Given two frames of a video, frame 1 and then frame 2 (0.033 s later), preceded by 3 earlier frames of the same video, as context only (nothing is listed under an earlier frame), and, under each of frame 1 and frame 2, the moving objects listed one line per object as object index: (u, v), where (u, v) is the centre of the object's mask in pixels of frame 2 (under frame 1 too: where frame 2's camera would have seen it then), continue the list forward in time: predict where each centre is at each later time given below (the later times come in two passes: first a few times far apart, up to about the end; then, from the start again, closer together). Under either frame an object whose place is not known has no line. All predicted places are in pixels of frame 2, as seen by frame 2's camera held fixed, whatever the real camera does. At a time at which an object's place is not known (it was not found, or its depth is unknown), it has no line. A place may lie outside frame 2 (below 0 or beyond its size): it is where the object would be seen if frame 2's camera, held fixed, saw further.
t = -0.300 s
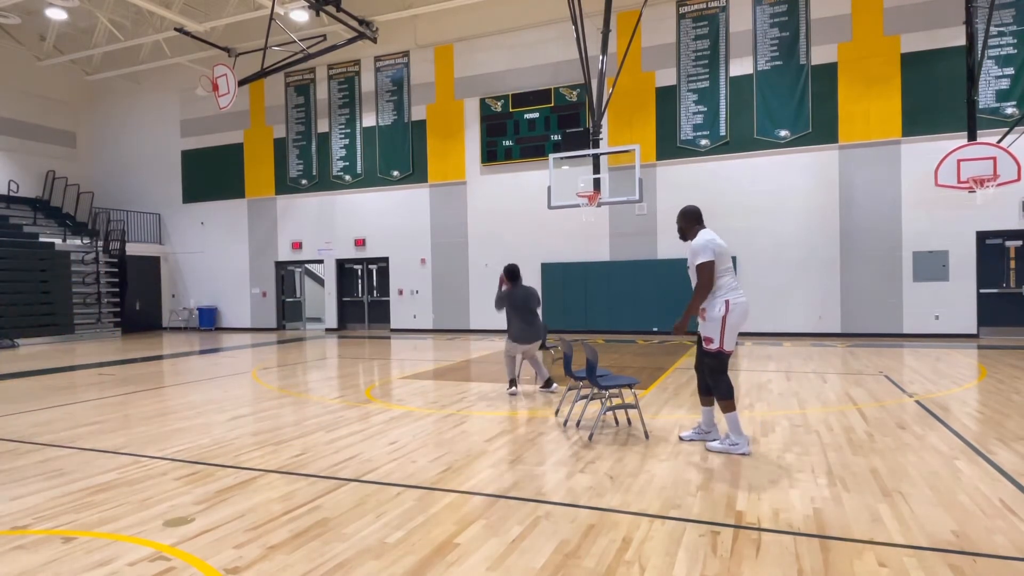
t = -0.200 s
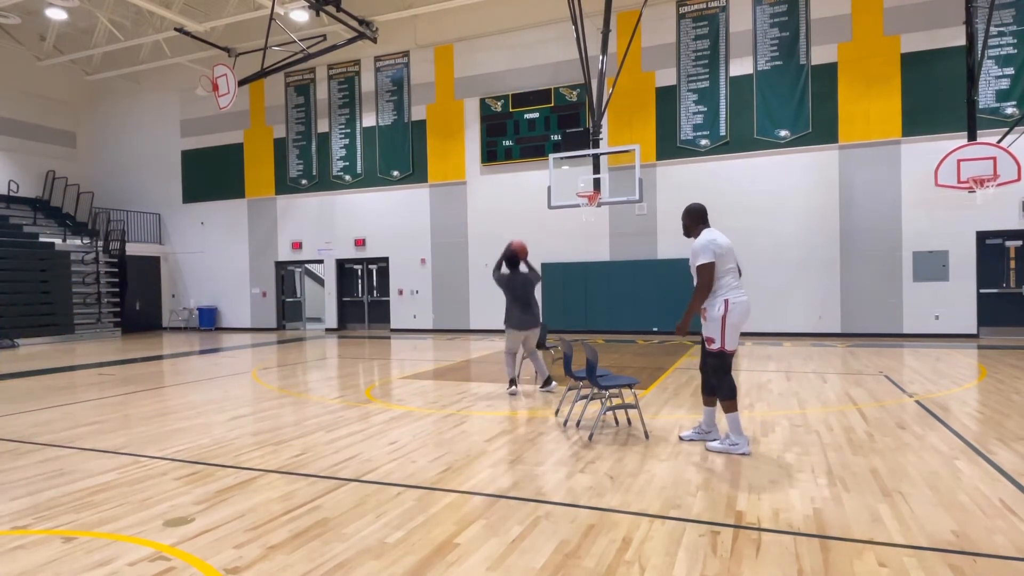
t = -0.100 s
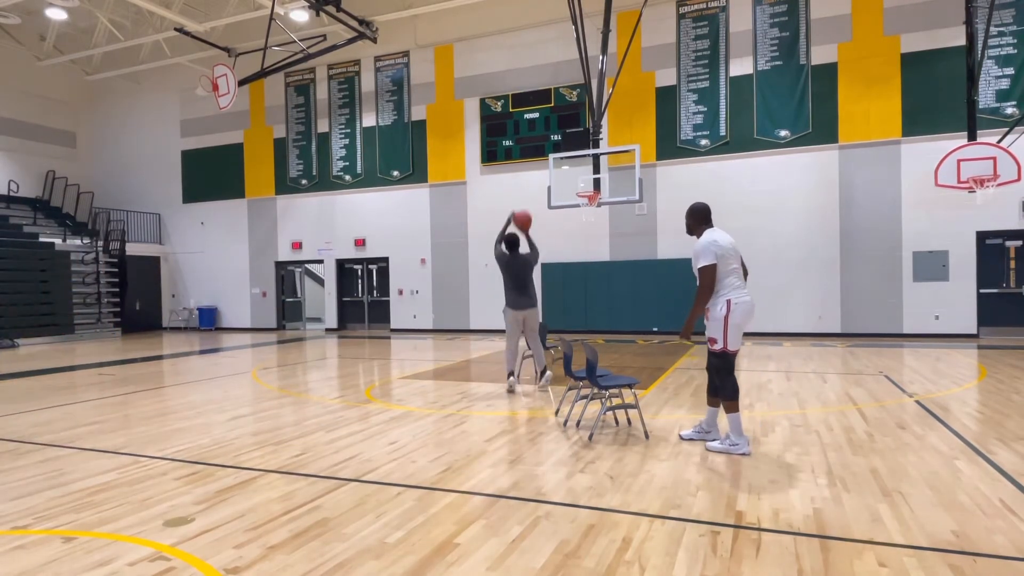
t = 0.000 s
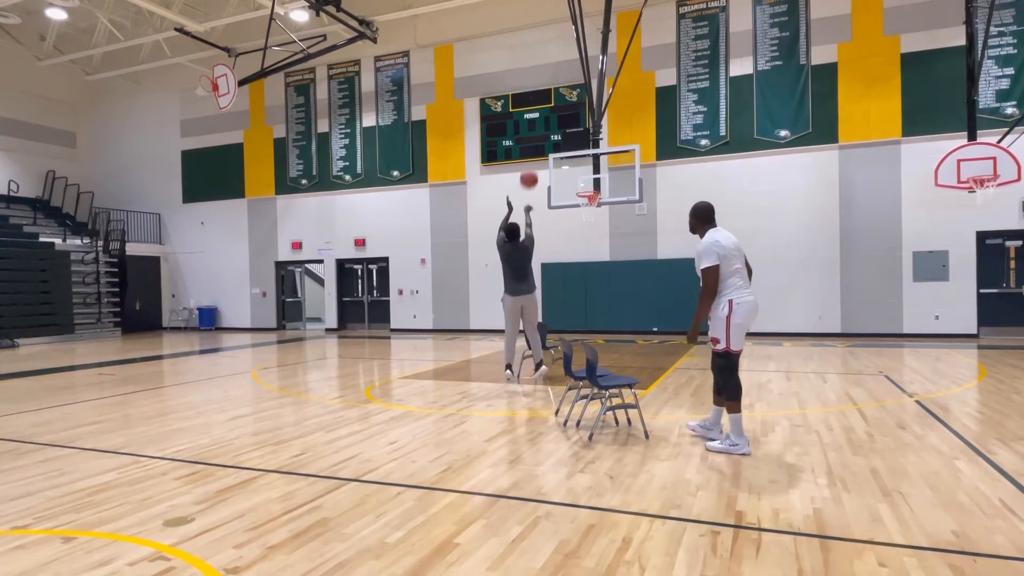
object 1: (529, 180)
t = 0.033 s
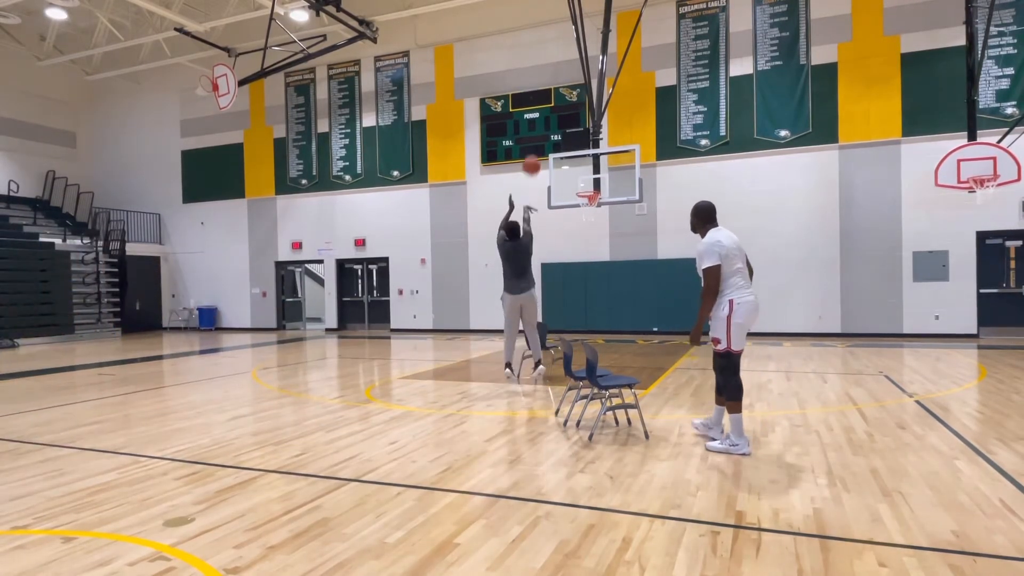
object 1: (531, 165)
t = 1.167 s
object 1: (585, 205)
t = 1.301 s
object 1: (591, 217)
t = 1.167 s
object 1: (585, 205)
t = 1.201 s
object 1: (589, 207)
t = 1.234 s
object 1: (590, 209)
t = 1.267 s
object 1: (590, 213)
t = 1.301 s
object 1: (591, 217)
